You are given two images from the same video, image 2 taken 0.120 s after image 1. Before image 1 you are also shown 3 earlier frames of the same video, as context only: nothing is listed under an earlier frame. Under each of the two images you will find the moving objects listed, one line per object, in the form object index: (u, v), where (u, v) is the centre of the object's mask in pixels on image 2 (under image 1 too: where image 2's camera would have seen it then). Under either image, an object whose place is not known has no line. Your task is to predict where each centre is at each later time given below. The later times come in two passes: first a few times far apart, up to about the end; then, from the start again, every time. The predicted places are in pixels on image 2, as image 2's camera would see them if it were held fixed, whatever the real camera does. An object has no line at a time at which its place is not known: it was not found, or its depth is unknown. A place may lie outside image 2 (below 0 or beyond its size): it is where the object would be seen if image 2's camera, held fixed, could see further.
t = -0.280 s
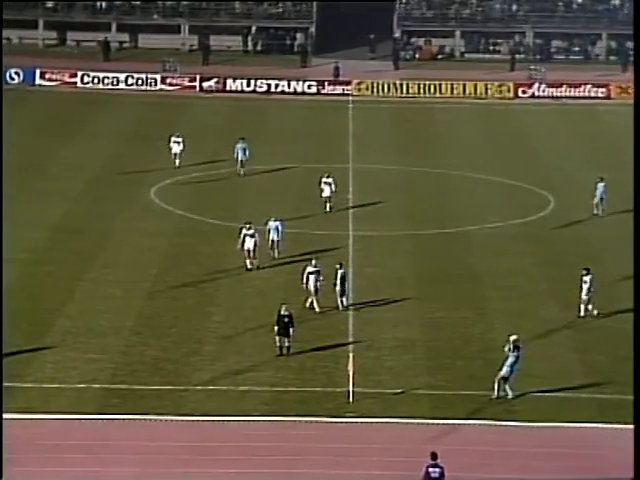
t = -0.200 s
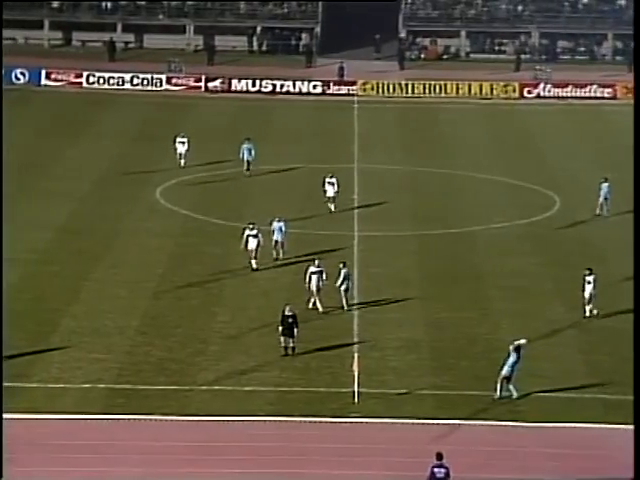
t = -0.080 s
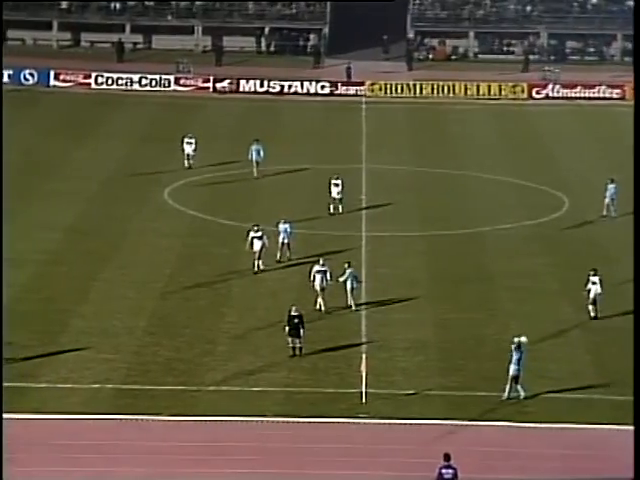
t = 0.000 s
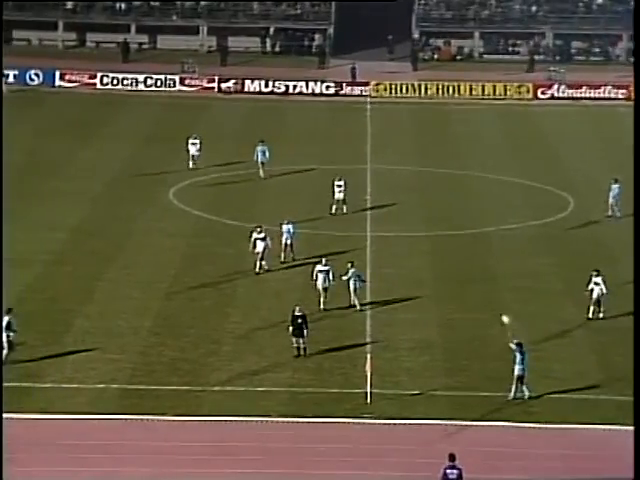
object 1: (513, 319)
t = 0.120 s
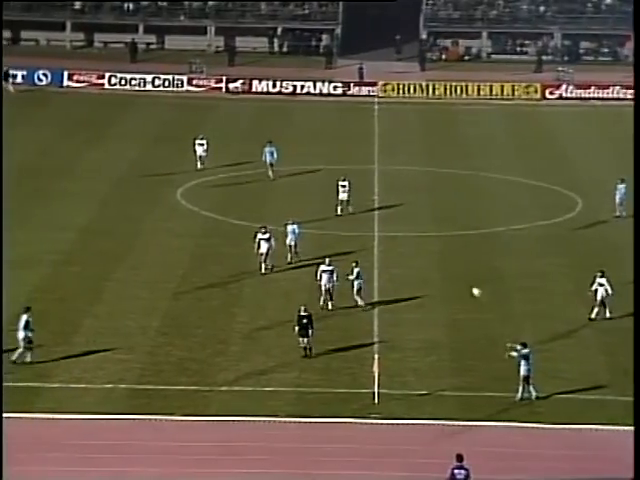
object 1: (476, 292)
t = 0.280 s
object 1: (427, 263)
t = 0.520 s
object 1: (355, 236)
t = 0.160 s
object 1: (465, 284)
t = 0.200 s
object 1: (451, 276)
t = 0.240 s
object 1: (439, 269)
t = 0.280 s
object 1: (427, 263)
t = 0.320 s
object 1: (415, 257)
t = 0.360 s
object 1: (403, 252)
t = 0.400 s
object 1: (391, 247)
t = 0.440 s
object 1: (379, 243)
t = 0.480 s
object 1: (367, 240)
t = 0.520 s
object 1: (355, 236)
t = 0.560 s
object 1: (344, 234)
